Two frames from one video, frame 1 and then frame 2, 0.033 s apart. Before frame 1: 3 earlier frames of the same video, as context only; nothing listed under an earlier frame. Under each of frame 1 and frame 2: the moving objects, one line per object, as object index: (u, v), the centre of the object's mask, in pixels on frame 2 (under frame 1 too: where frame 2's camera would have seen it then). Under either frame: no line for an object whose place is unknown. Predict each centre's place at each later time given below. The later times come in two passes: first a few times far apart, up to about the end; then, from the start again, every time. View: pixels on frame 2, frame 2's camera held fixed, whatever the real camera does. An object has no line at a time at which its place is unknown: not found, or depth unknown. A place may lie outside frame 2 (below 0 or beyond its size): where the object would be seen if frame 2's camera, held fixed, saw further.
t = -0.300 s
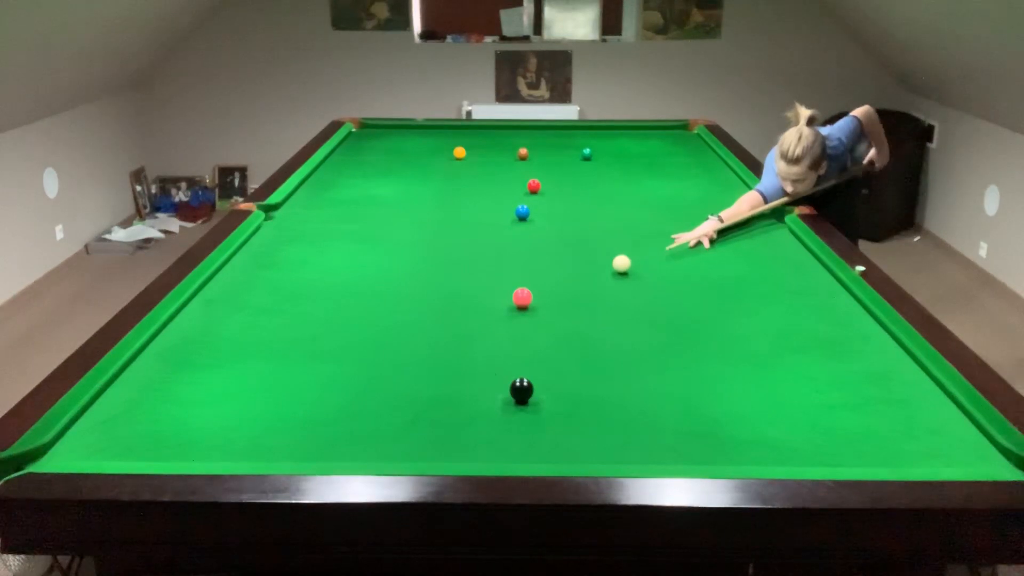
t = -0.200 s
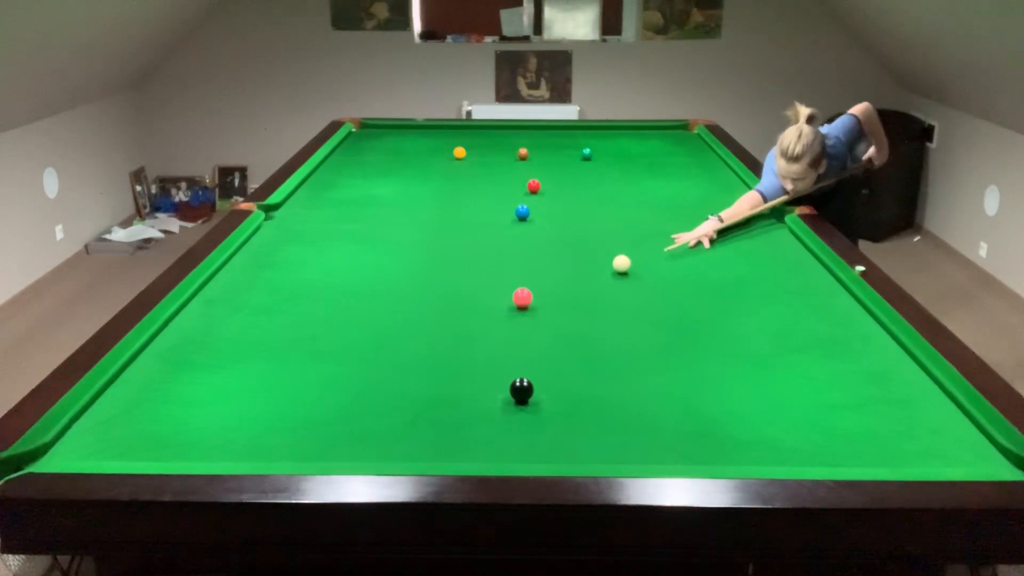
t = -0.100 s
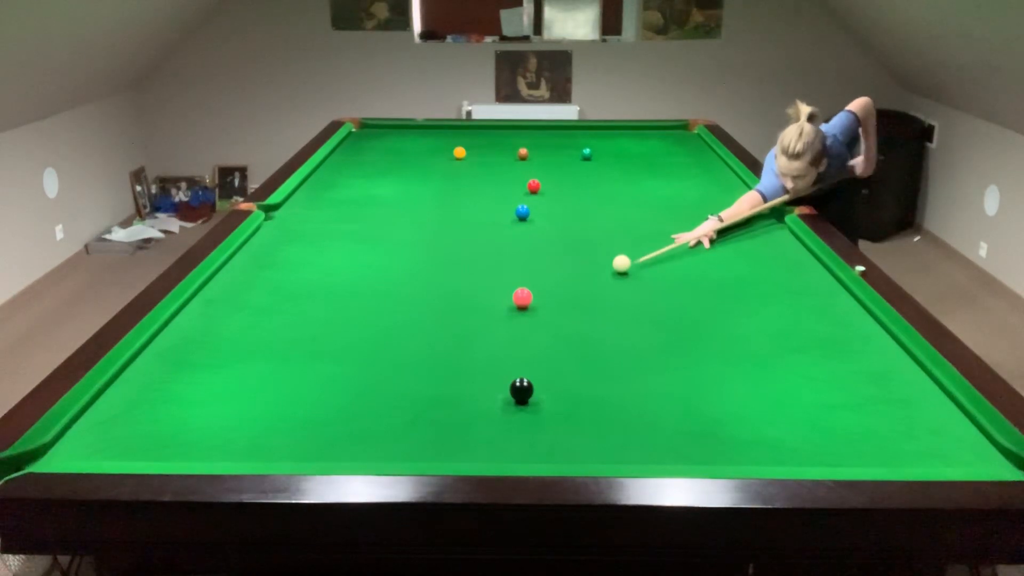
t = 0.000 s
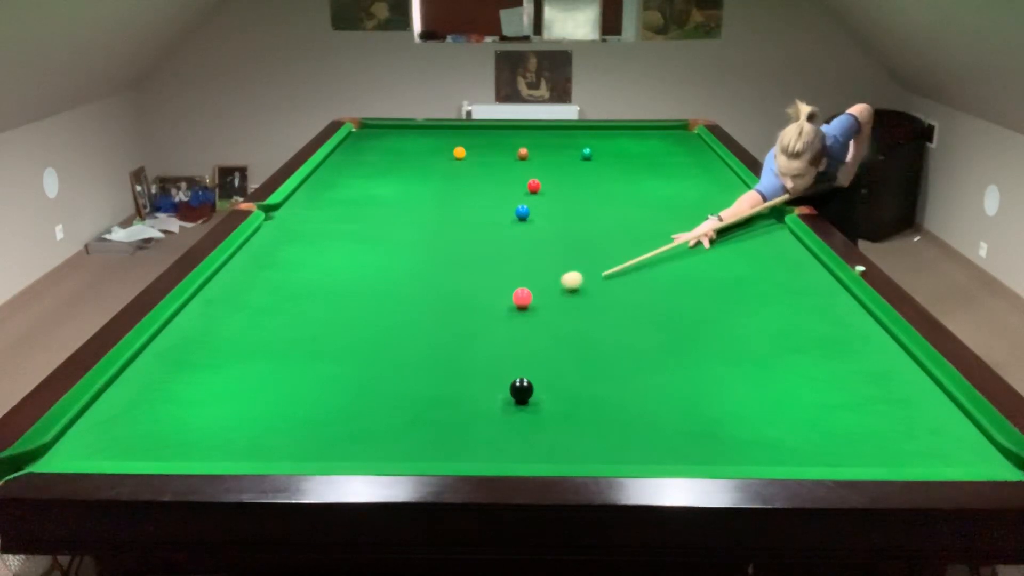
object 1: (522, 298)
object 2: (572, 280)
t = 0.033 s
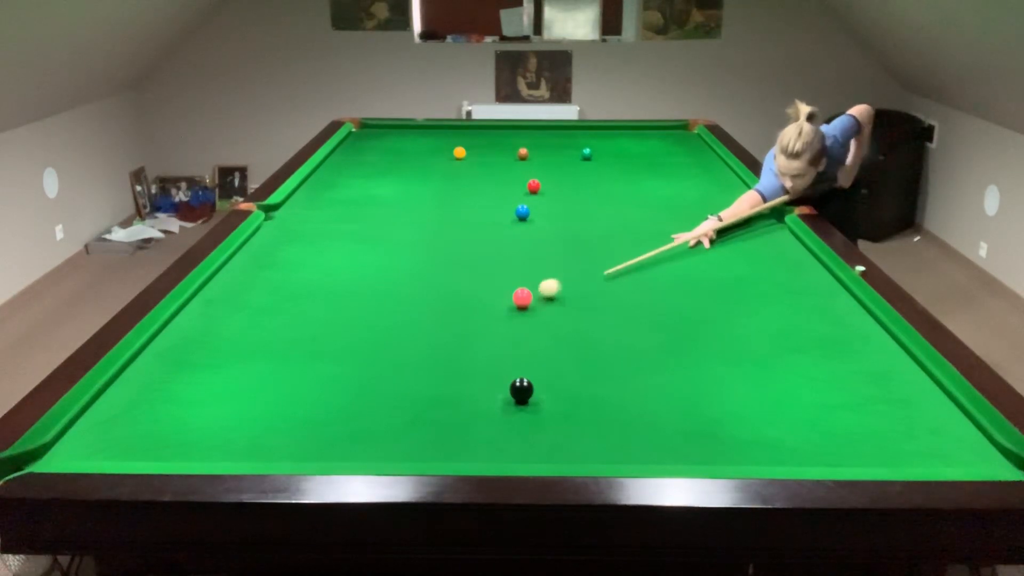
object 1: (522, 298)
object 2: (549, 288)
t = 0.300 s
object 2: (550, 288)
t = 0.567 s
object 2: (573, 280)
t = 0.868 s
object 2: (595, 272)
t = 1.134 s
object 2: (613, 265)
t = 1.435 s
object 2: (630, 259)
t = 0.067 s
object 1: (514, 300)
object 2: (536, 293)
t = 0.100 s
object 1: (492, 307)
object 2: (536, 293)
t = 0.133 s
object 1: (469, 316)
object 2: (537, 293)
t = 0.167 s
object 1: (447, 323)
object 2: (539, 292)
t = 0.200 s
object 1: (425, 331)
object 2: (541, 291)
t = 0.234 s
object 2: (544, 290)
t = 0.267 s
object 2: (547, 289)
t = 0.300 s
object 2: (550, 288)
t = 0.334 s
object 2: (553, 287)
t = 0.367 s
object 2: (556, 286)
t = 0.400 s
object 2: (559, 285)
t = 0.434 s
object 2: (562, 284)
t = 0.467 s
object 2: (565, 283)
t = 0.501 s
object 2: (568, 282)
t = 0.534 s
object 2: (571, 281)
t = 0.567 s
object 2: (573, 280)
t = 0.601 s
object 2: (576, 279)
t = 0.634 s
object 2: (578, 278)
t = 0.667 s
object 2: (581, 277)
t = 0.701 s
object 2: (583, 276)
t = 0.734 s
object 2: (586, 275)
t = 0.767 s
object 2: (588, 274)
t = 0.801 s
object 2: (591, 274)
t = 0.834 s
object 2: (593, 273)
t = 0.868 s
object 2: (595, 272)
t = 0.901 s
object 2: (598, 271)
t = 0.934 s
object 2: (600, 270)
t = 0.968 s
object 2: (602, 269)
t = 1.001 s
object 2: (604, 268)
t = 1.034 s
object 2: (607, 268)
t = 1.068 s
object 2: (609, 267)
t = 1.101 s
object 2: (611, 266)
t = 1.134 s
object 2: (613, 265)
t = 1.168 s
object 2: (615, 265)
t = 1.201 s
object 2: (617, 264)
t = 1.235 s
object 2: (619, 263)
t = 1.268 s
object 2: (621, 263)
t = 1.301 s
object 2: (623, 262)
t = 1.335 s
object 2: (624, 261)
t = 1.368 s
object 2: (626, 261)
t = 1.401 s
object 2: (628, 260)
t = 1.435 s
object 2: (630, 259)
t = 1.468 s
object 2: (632, 259)
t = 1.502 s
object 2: (633, 258)
